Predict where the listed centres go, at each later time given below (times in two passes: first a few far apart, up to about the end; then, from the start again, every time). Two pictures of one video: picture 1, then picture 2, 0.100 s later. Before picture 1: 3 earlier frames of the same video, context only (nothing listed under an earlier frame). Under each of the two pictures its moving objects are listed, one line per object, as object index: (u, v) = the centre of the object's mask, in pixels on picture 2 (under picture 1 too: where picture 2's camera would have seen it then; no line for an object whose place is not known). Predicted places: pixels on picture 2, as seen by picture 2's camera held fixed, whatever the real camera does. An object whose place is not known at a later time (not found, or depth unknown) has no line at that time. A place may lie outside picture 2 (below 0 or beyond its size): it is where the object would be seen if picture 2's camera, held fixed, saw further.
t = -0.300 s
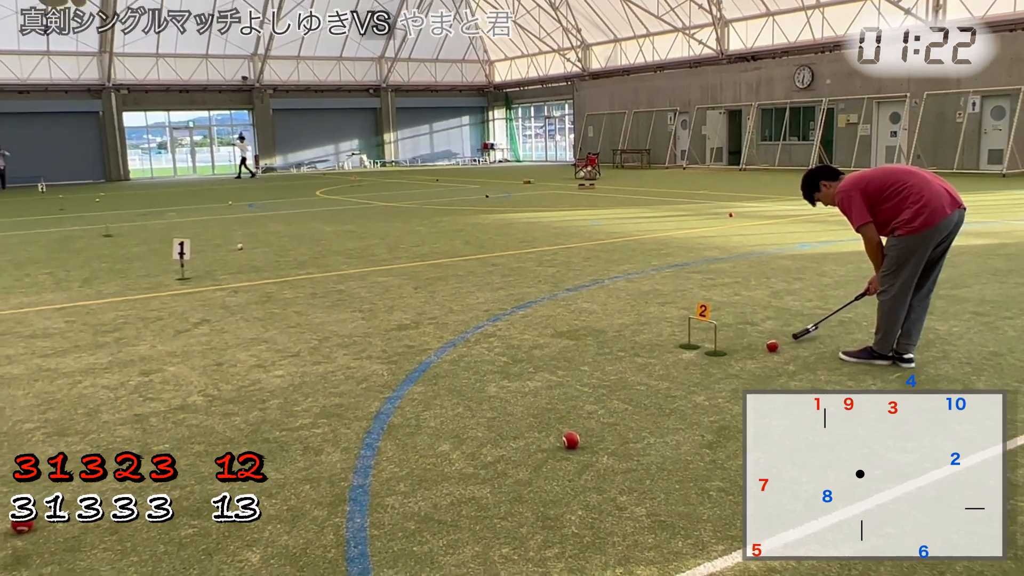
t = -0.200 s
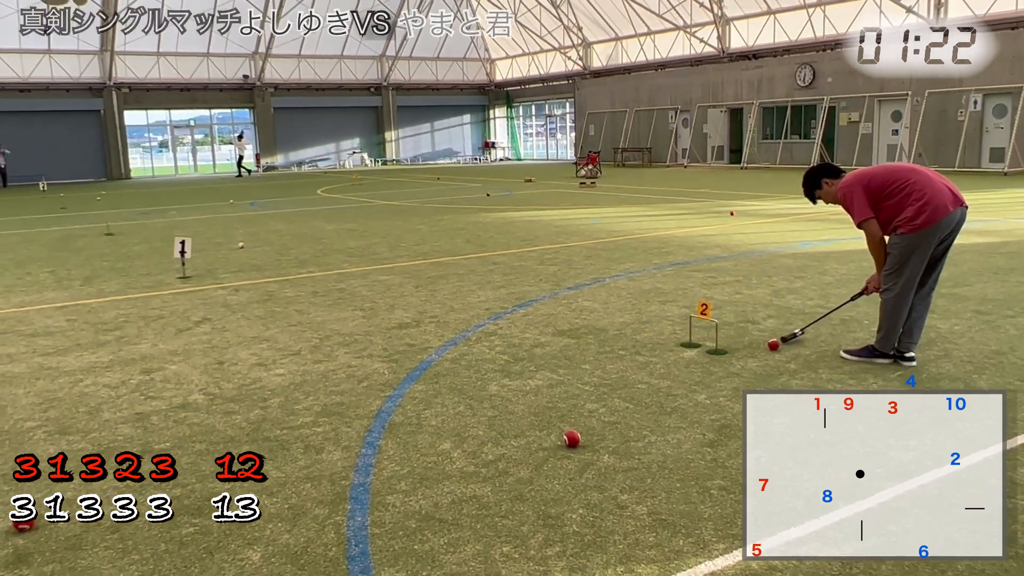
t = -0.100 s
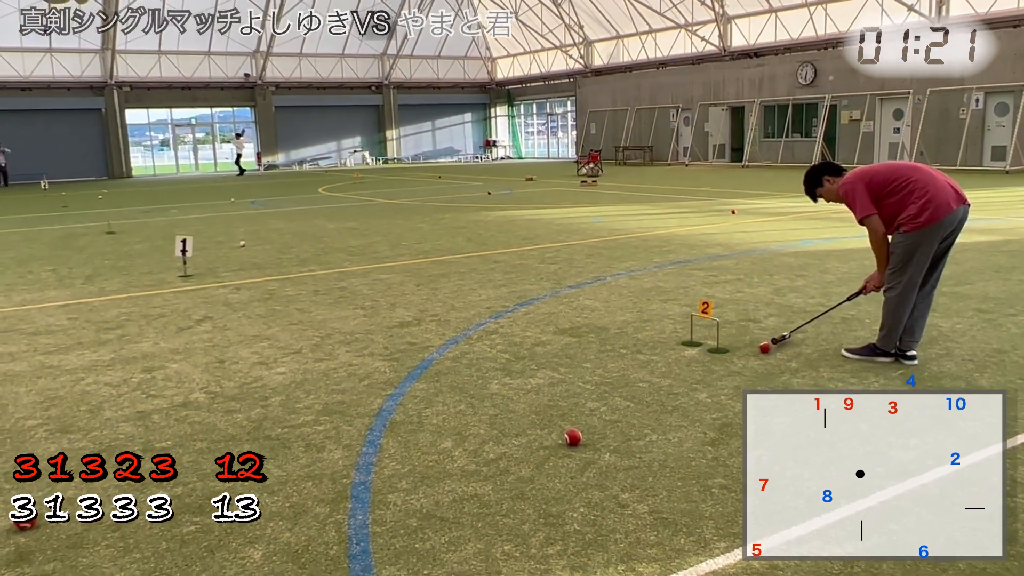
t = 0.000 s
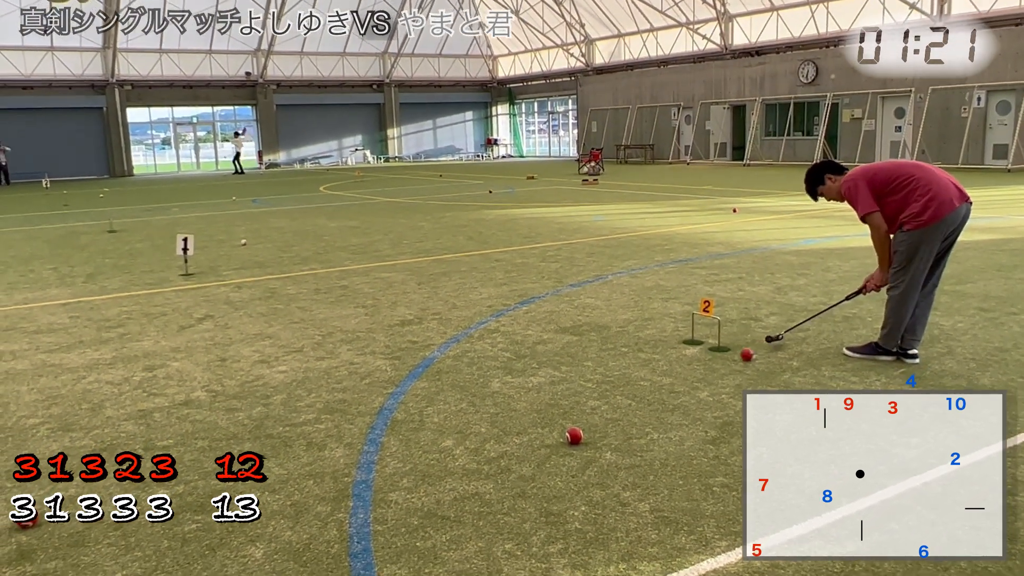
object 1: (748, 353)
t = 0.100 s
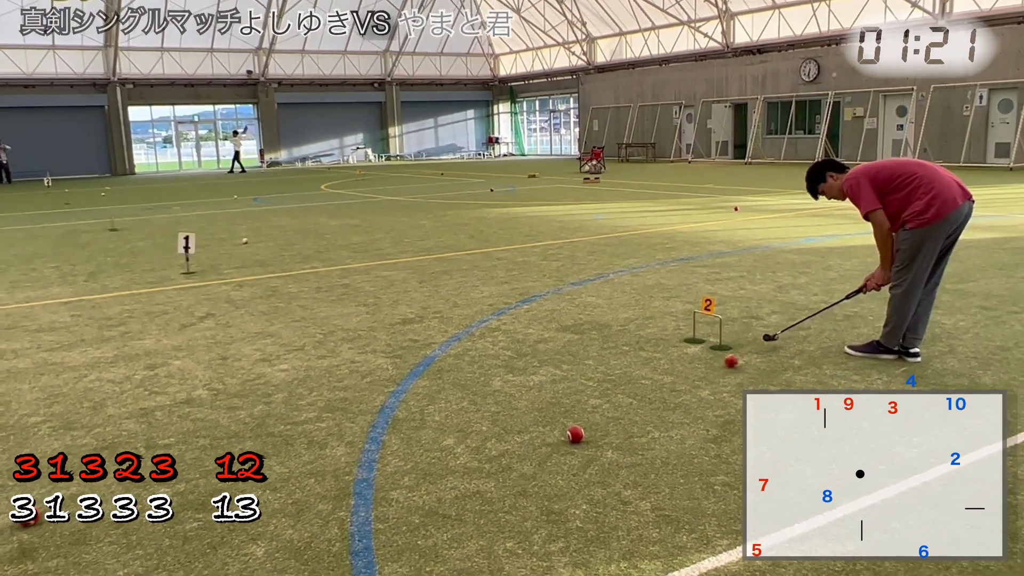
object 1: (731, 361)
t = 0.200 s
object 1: (715, 369)
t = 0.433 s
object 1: (675, 387)
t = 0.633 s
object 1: (640, 403)
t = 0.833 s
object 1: (602, 420)
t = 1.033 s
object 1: (572, 428)
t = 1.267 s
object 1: (547, 432)
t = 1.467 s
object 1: (530, 434)
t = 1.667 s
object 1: (517, 436)
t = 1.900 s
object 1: (506, 437)
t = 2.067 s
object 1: (501, 438)
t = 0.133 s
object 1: (726, 364)
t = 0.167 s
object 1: (720, 366)
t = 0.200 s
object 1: (715, 369)
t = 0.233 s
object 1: (709, 372)
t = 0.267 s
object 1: (704, 374)
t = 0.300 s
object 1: (698, 377)
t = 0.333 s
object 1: (692, 380)
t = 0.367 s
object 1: (687, 382)
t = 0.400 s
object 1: (681, 384)
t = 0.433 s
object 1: (675, 387)
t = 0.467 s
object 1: (669, 389)
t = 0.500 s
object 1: (665, 392)
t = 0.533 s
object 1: (658, 395)
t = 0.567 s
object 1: (652, 398)
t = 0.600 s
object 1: (646, 400)
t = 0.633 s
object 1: (640, 403)
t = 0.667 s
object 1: (634, 406)
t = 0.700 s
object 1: (628, 409)
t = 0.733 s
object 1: (621, 411)
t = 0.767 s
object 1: (614, 414)
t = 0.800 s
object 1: (608, 417)
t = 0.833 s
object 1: (602, 420)
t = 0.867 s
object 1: (595, 423)
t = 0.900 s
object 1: (589, 426)
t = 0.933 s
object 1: (585, 428)
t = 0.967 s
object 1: (580, 427)
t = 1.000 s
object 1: (576, 427)
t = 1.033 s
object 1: (572, 428)
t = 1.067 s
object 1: (568, 428)
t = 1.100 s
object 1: (565, 429)
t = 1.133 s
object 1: (561, 431)
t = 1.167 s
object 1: (557, 431)
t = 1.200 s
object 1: (553, 431)
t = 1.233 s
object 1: (551, 432)
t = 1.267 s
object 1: (547, 432)
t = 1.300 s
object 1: (544, 432)
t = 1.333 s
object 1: (541, 433)
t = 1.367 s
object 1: (538, 433)
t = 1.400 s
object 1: (536, 434)
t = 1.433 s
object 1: (533, 434)
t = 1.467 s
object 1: (530, 434)
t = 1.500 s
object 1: (528, 435)
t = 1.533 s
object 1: (525, 435)
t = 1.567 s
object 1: (523, 435)
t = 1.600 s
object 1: (520, 435)
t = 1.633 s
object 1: (519, 436)
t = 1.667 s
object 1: (517, 436)
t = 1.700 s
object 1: (515, 436)
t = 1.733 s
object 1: (512, 436)
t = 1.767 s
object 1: (511, 436)
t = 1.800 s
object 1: (510, 437)
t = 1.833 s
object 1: (508, 437)
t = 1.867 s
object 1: (507, 437)
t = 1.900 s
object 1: (506, 437)
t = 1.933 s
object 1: (504, 438)
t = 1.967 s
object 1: (503, 438)
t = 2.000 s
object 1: (502, 438)
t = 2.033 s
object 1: (502, 438)
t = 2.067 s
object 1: (501, 438)
